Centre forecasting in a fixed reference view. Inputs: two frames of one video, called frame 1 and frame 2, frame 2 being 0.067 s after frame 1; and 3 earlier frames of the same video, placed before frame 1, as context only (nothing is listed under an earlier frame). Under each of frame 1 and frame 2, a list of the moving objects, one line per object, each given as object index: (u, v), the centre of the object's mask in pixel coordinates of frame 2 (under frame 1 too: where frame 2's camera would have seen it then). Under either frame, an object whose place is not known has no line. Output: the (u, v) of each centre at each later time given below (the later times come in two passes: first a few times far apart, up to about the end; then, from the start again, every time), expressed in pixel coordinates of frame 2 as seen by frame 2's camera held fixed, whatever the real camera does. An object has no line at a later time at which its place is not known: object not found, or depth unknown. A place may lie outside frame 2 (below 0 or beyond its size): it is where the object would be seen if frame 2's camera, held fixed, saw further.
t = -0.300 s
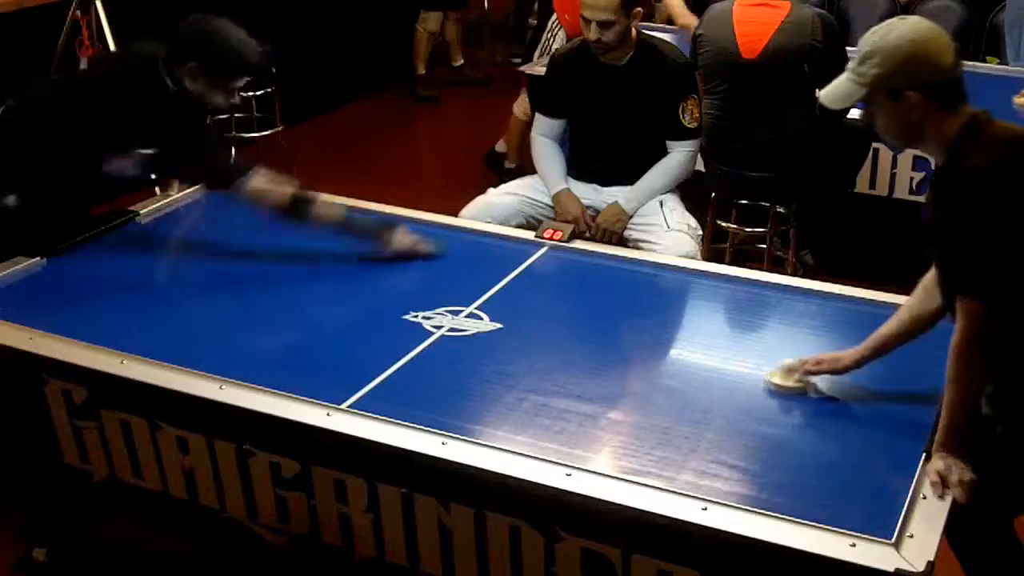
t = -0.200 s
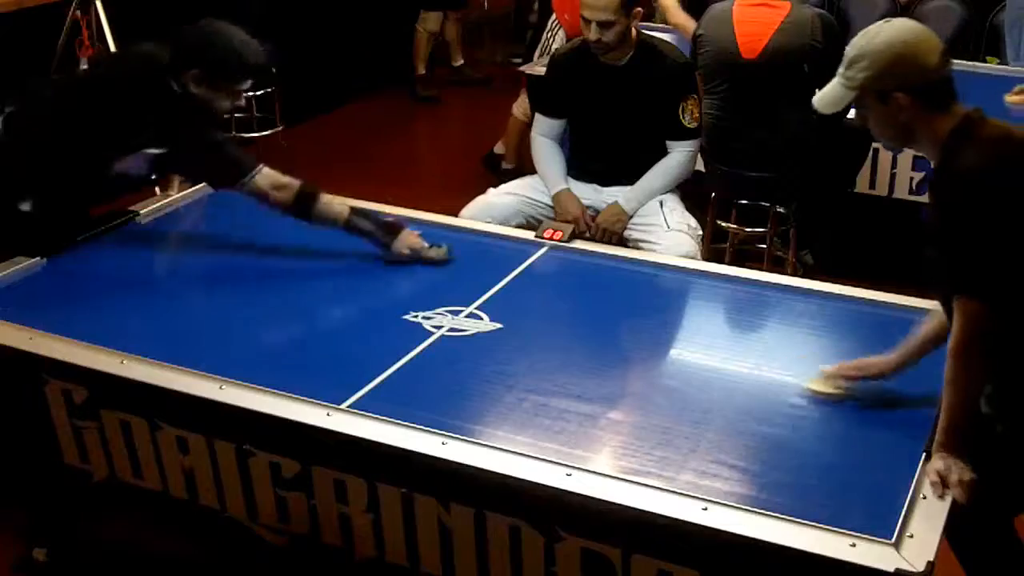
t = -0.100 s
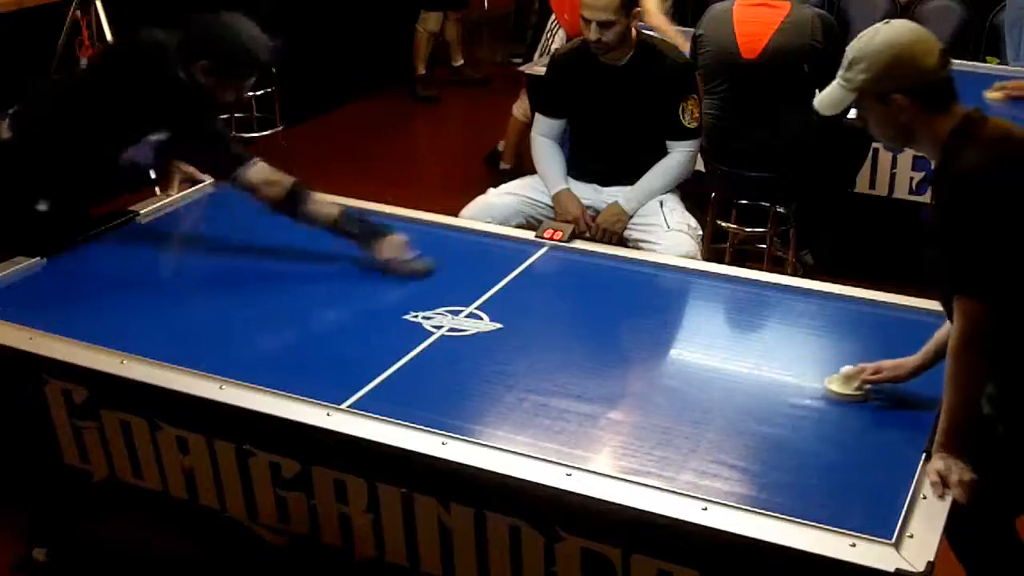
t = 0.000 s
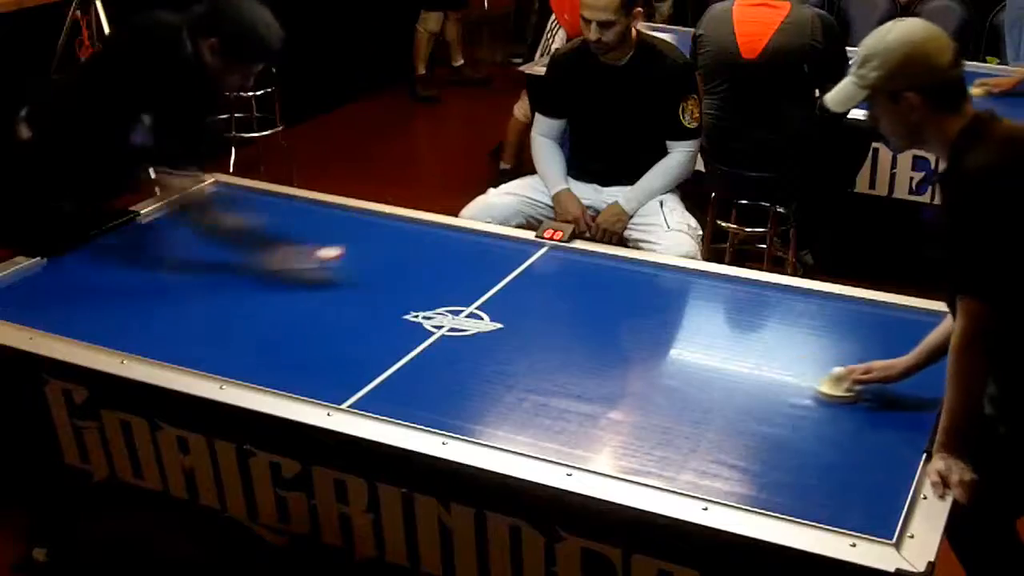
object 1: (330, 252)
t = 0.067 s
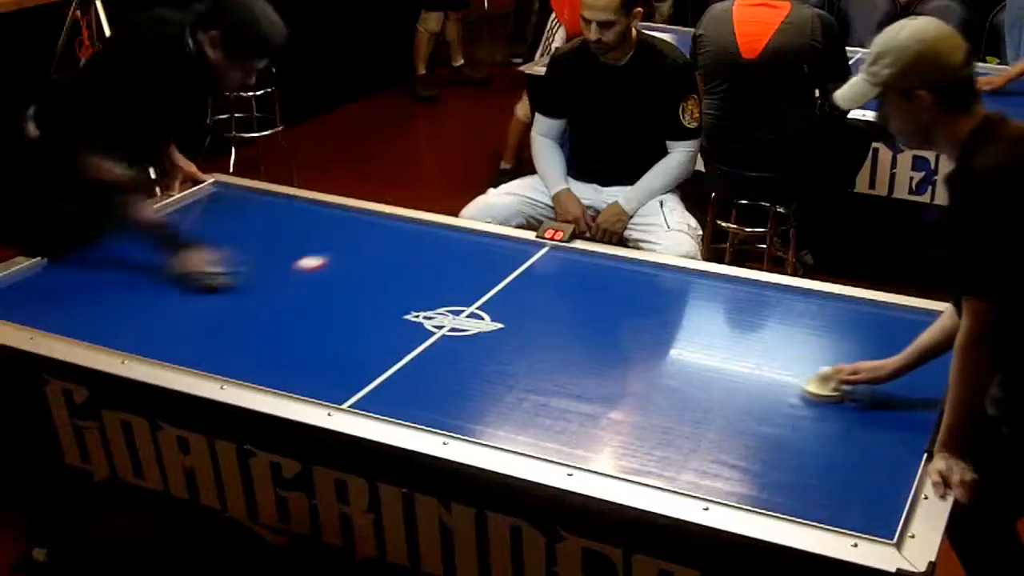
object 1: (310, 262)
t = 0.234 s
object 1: (260, 289)
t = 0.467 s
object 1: (180, 331)
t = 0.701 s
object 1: (162, 326)
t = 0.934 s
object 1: (201, 283)
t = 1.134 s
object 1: (231, 250)
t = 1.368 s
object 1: (262, 216)
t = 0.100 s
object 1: (301, 268)
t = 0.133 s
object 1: (292, 273)
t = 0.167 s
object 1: (281, 278)
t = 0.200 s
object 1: (271, 284)
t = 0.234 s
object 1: (260, 289)
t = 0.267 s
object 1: (249, 295)
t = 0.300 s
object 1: (237, 301)
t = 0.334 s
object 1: (227, 307)
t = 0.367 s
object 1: (215, 313)
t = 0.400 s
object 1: (202, 319)
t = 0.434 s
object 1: (191, 325)
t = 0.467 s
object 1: (180, 331)
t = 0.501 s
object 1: (167, 337)
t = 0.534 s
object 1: (154, 344)
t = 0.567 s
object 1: (144, 349)
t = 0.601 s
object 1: (145, 346)
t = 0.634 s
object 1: (151, 339)
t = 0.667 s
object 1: (156, 332)
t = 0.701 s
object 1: (162, 326)
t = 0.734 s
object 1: (168, 319)
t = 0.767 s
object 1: (174, 313)
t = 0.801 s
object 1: (180, 307)
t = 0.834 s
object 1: (185, 300)
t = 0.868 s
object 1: (190, 295)
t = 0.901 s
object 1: (196, 289)
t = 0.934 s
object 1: (201, 283)
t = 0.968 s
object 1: (206, 277)
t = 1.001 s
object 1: (212, 271)
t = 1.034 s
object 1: (216, 266)
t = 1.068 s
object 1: (222, 261)
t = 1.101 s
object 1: (226, 255)
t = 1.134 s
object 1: (231, 250)
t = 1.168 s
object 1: (236, 245)
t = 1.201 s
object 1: (240, 240)
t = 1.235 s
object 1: (245, 235)
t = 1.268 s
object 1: (249, 230)
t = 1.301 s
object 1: (254, 225)
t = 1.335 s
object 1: (258, 220)
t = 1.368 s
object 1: (262, 216)
